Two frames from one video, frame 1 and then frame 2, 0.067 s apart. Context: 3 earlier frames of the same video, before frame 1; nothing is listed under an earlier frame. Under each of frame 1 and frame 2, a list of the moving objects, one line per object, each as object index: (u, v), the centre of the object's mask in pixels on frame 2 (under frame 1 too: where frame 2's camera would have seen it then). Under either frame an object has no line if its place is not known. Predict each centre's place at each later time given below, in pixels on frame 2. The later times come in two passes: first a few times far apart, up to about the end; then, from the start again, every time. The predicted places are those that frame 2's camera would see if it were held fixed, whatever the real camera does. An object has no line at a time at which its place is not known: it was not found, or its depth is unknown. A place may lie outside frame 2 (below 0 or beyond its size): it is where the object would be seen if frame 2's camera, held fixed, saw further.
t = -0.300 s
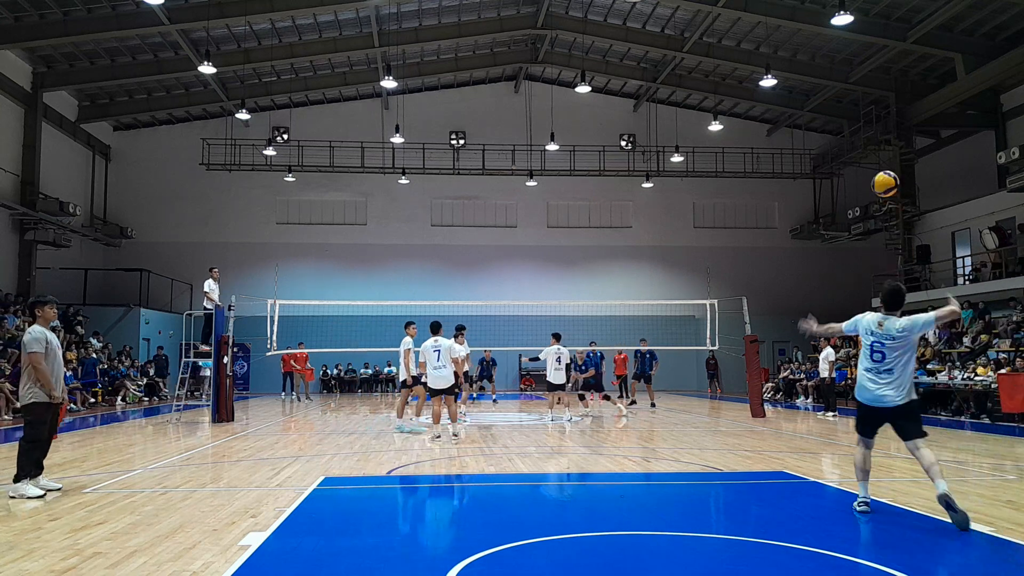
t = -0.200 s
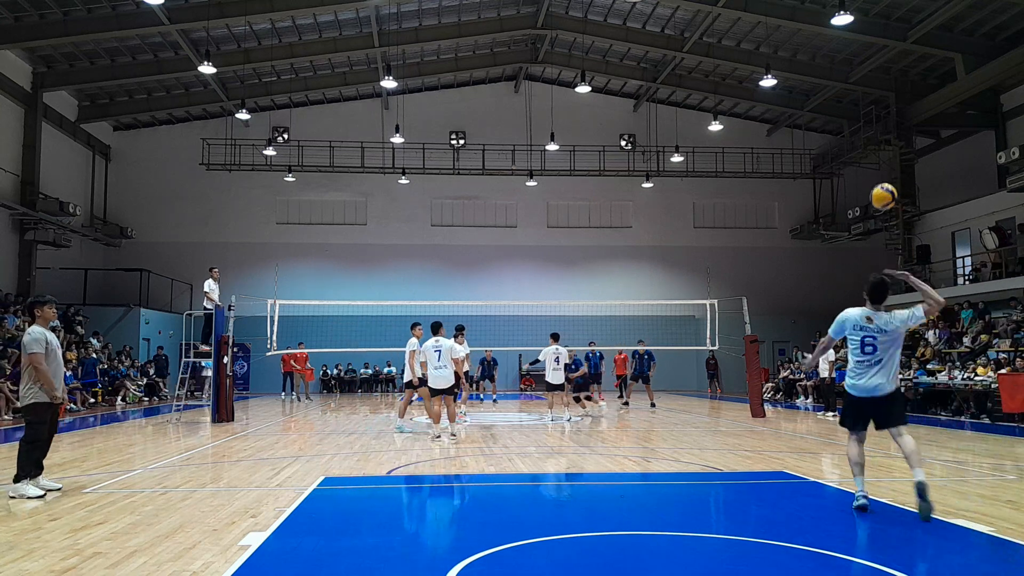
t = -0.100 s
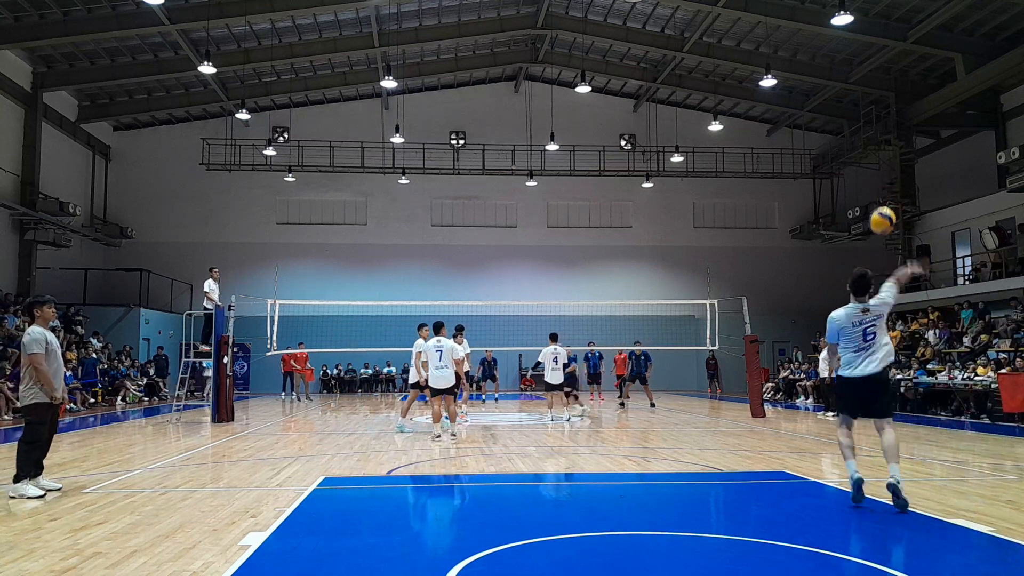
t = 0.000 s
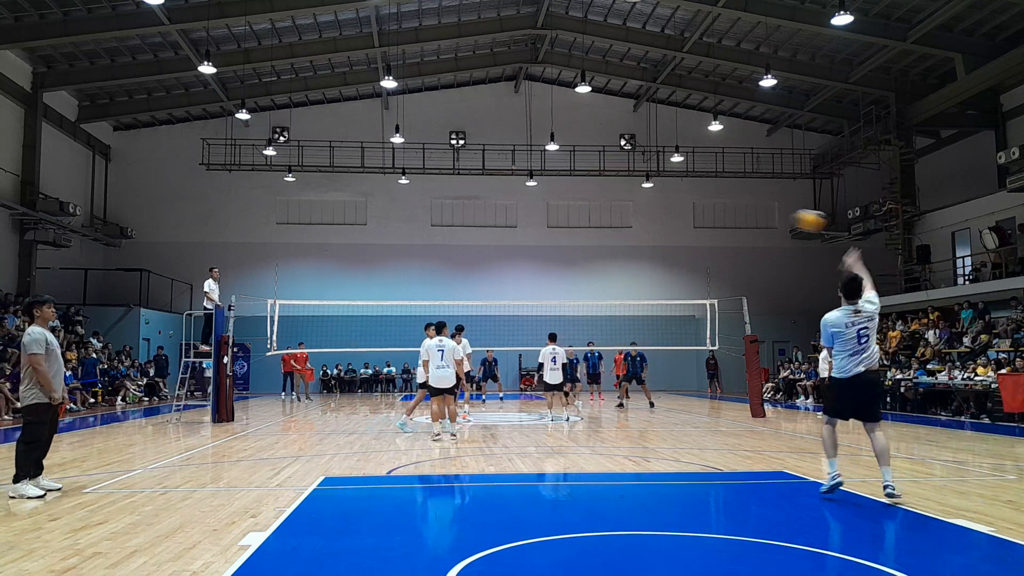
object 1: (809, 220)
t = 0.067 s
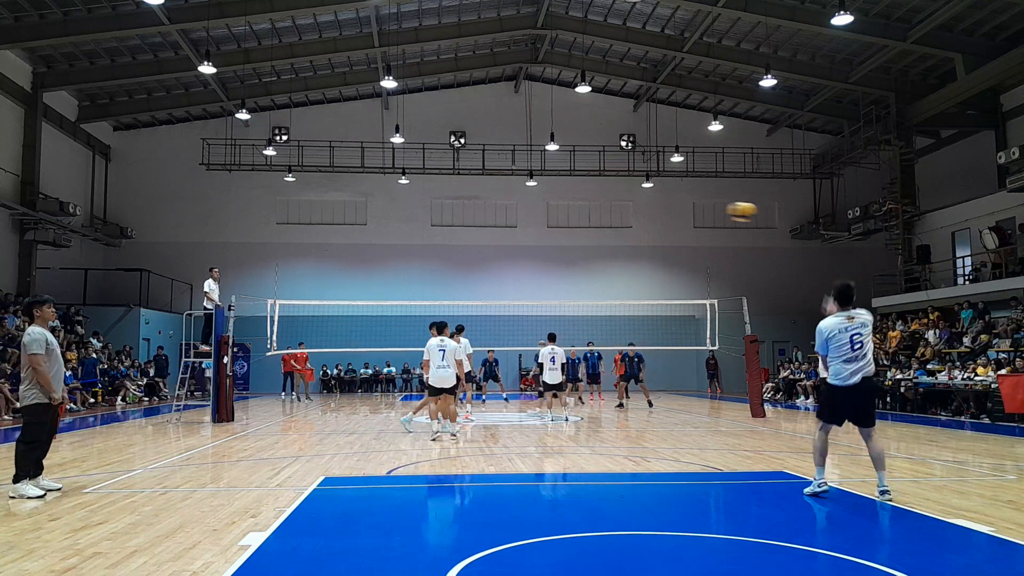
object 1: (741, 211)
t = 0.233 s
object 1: (627, 211)
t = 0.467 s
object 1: (532, 239)
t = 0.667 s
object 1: (480, 278)
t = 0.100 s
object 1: (714, 209)
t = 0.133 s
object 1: (689, 208)
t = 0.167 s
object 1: (666, 208)
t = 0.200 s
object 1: (645, 209)
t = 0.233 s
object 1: (627, 211)
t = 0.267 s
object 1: (610, 213)
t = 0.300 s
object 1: (594, 217)
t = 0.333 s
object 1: (580, 220)
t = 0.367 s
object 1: (567, 224)
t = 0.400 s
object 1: (555, 229)
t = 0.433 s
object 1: (542, 234)
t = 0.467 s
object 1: (532, 239)
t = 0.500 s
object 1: (522, 245)
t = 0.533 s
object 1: (513, 251)
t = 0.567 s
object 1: (504, 257)
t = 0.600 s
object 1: (494, 264)
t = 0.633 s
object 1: (487, 270)
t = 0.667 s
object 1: (480, 278)
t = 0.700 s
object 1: (473, 285)
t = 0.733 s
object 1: (467, 293)
